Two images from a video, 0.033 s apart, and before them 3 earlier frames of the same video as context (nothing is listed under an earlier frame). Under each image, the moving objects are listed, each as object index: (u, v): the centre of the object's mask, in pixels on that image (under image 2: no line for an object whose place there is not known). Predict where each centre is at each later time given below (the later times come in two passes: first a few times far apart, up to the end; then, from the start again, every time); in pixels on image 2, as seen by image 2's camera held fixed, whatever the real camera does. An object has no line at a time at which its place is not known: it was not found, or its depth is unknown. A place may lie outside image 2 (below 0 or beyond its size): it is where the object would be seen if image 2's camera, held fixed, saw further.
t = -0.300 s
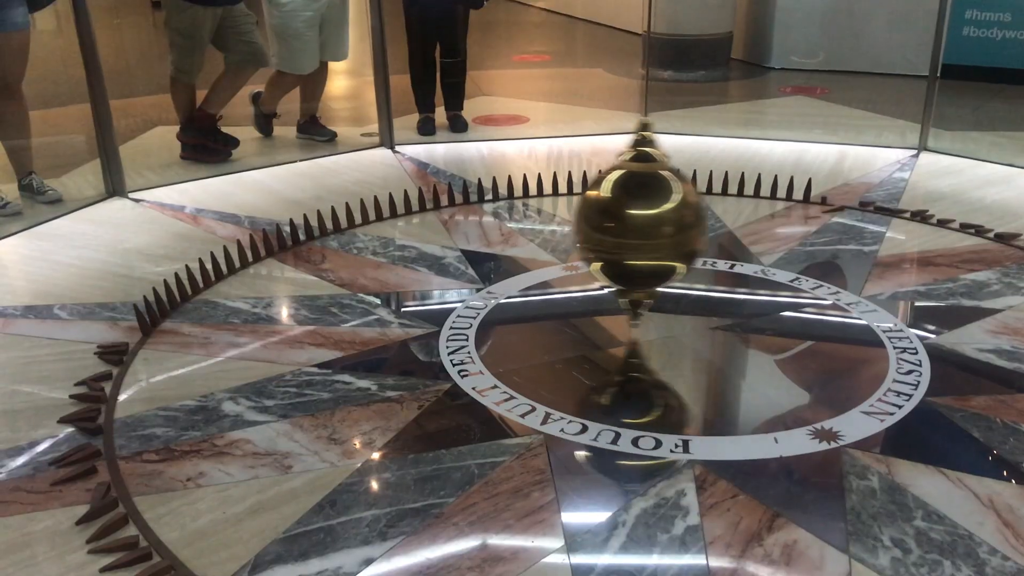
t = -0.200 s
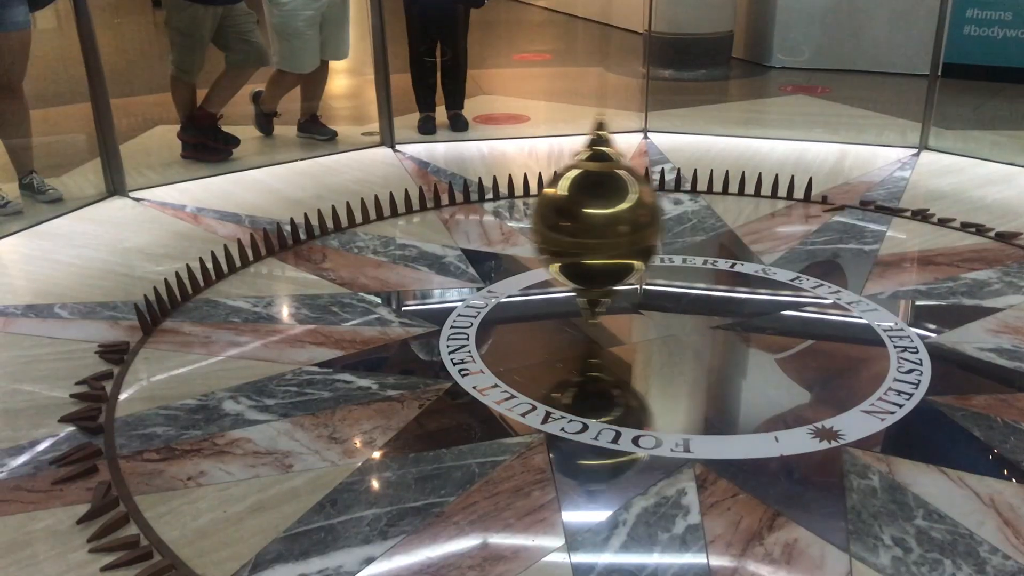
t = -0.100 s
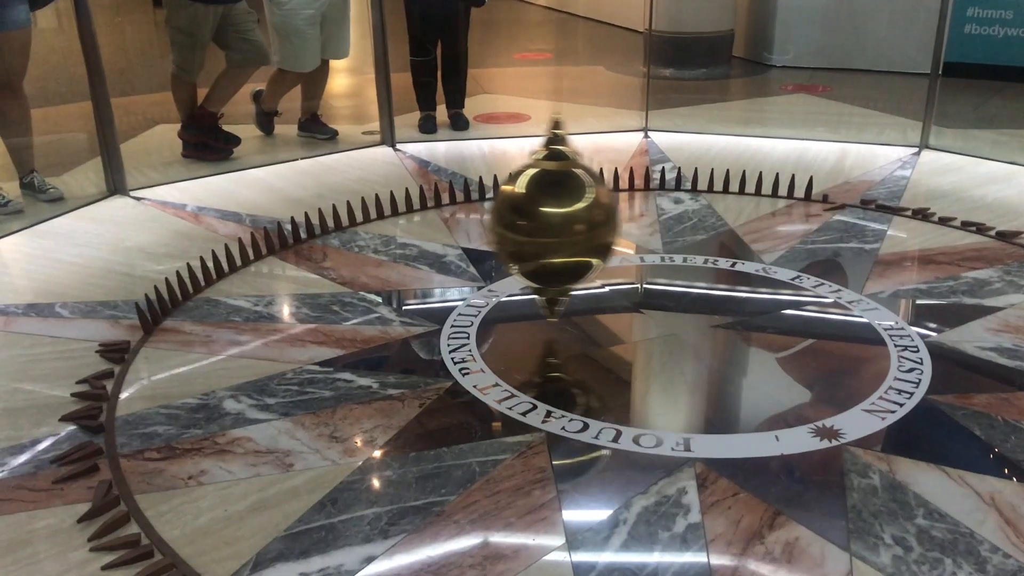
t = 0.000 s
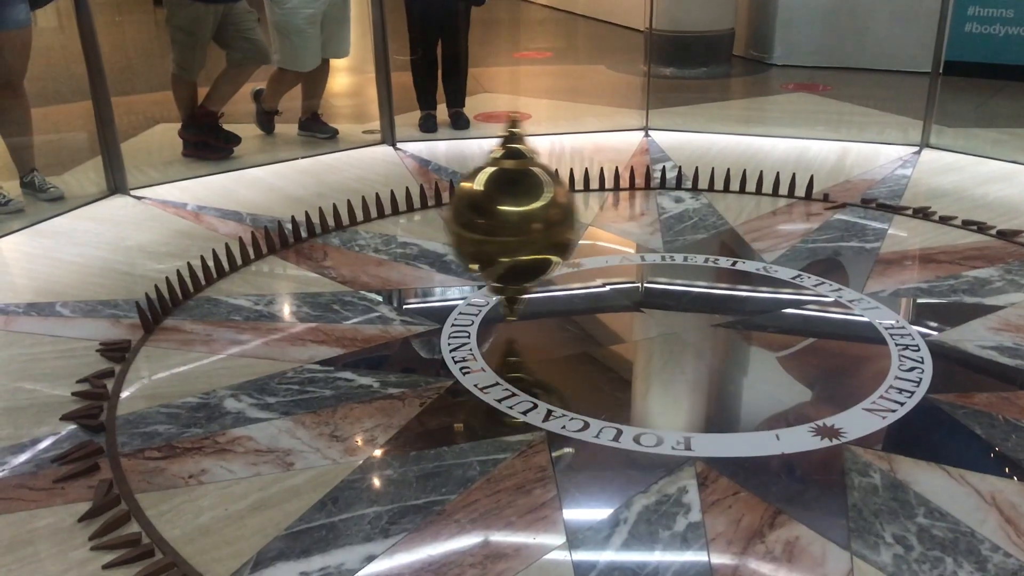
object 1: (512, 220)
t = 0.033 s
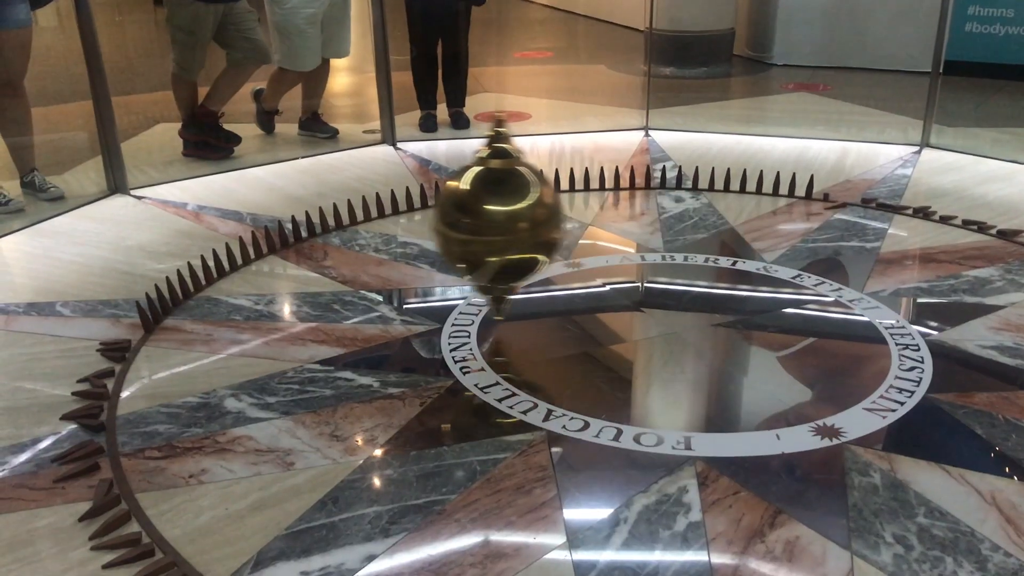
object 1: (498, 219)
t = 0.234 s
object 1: (416, 217)
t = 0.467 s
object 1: (328, 215)
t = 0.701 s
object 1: (248, 211)
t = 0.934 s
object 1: (180, 208)
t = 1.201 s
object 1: (121, 204)
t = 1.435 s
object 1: (84, 202)
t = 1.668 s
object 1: (67, 200)
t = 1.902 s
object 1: (66, 200)
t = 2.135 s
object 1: (80, 202)
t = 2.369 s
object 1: (113, 205)
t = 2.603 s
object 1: (161, 207)
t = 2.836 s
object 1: (224, 211)
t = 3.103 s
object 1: (312, 216)
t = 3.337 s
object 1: (400, 219)
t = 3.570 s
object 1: (495, 220)
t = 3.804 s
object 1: (596, 223)
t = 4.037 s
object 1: (701, 222)
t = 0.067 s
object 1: (485, 219)
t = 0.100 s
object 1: (471, 219)
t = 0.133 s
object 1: (457, 218)
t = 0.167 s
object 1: (443, 218)
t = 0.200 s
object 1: (430, 219)
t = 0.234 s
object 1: (416, 217)
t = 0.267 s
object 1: (403, 218)
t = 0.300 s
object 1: (390, 217)
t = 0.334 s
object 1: (378, 216)
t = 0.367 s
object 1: (364, 216)
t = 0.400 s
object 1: (352, 216)
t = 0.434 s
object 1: (339, 215)
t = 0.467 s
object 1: (328, 215)
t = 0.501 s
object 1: (316, 214)
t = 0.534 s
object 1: (304, 214)
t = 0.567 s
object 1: (292, 214)
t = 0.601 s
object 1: (281, 213)
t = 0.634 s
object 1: (270, 213)
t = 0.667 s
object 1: (259, 212)
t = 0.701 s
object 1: (248, 211)
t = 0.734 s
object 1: (238, 211)
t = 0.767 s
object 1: (228, 211)
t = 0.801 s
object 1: (217, 209)
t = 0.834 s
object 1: (208, 209)
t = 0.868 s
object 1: (198, 209)
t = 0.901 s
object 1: (189, 208)
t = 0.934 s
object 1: (180, 208)
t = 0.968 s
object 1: (172, 206)
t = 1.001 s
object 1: (163, 206)
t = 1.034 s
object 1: (156, 205)
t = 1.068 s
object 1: (148, 205)
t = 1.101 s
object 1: (141, 204)
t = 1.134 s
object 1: (134, 205)
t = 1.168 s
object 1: (127, 204)
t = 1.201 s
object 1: (121, 204)
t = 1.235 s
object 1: (114, 204)
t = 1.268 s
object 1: (108, 203)
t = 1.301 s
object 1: (103, 202)
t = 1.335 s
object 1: (97, 203)
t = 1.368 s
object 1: (93, 202)
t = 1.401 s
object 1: (88, 202)
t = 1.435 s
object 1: (84, 202)
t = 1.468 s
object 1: (81, 201)
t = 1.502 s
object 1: (77, 201)
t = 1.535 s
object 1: (74, 200)
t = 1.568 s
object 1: (72, 200)
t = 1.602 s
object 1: (70, 200)
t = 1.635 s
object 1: (69, 201)
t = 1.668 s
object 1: (67, 200)
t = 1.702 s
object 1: (66, 200)
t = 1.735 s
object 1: (66, 200)
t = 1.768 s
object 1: (65, 200)
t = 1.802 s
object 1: (65, 200)
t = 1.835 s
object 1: (65, 200)
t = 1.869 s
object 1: (65, 200)
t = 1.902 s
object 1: (66, 200)
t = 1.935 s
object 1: (67, 200)
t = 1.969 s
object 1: (68, 200)
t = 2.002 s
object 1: (70, 200)
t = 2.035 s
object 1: (71, 201)
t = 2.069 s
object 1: (74, 201)
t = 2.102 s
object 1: (76, 201)
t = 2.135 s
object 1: (80, 202)
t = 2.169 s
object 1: (83, 202)
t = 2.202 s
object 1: (87, 202)
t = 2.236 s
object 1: (92, 202)
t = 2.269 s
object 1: (96, 203)
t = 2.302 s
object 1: (100, 203)
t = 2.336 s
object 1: (106, 204)
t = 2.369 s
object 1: (113, 205)
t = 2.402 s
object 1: (119, 206)
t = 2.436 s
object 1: (125, 205)
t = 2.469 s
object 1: (132, 206)
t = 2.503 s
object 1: (138, 206)
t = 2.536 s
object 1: (145, 206)
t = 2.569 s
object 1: (153, 206)
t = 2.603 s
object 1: (161, 207)
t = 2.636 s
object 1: (169, 208)
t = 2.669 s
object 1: (177, 208)
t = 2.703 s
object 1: (186, 209)
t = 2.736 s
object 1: (195, 209)
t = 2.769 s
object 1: (204, 210)
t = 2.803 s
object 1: (214, 210)
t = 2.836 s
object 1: (224, 211)
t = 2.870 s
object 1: (234, 212)
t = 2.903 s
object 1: (245, 212)
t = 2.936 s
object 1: (255, 214)
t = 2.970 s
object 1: (266, 214)
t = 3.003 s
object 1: (278, 214)
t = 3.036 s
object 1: (288, 215)
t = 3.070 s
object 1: (300, 217)
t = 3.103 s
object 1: (312, 216)
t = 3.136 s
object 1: (324, 217)
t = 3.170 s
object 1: (336, 218)
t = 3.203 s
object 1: (348, 217)
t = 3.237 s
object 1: (360, 218)
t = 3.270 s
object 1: (374, 217)
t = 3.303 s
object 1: (387, 218)
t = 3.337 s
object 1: (400, 219)
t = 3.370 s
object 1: (413, 220)
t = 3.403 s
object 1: (427, 219)
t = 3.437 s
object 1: (440, 221)
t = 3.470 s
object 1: (453, 221)
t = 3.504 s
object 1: (467, 221)
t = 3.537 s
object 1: (481, 222)
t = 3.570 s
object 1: (495, 220)
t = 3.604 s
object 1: (510, 221)
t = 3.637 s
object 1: (524, 222)
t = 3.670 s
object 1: (539, 222)
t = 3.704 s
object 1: (553, 222)
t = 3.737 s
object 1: (567, 223)
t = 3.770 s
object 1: (581, 223)
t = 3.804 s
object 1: (596, 223)
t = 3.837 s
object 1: (610, 223)
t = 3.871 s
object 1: (625, 223)
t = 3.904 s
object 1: (640, 222)
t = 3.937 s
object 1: (656, 222)
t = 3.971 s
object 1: (670, 222)
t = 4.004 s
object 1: (685, 223)
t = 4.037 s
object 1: (701, 222)
